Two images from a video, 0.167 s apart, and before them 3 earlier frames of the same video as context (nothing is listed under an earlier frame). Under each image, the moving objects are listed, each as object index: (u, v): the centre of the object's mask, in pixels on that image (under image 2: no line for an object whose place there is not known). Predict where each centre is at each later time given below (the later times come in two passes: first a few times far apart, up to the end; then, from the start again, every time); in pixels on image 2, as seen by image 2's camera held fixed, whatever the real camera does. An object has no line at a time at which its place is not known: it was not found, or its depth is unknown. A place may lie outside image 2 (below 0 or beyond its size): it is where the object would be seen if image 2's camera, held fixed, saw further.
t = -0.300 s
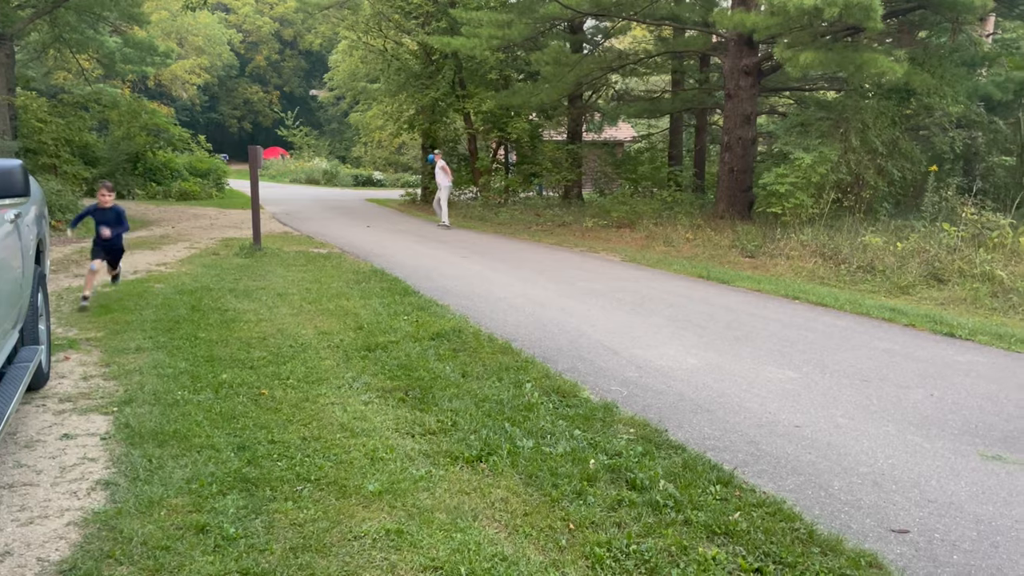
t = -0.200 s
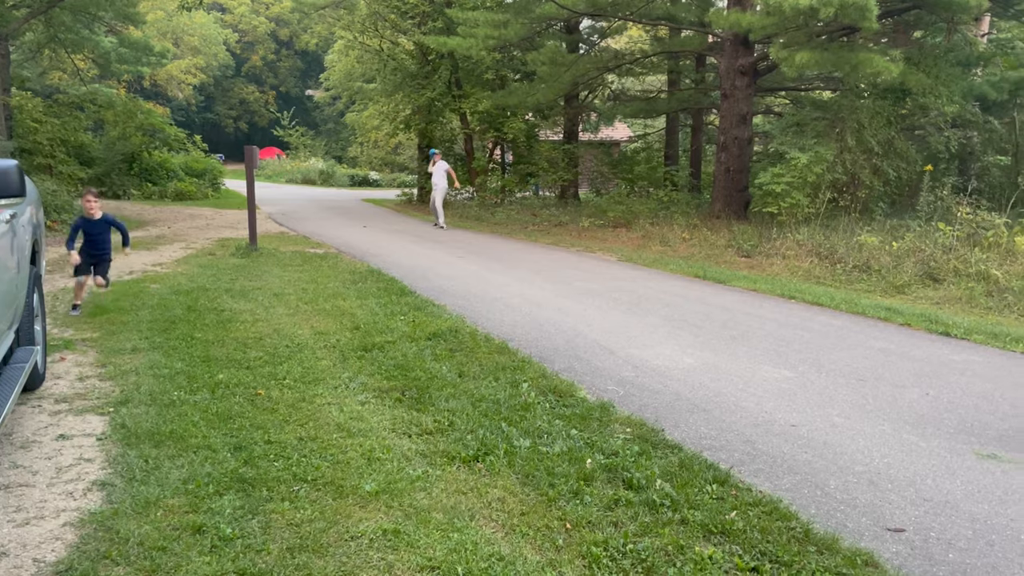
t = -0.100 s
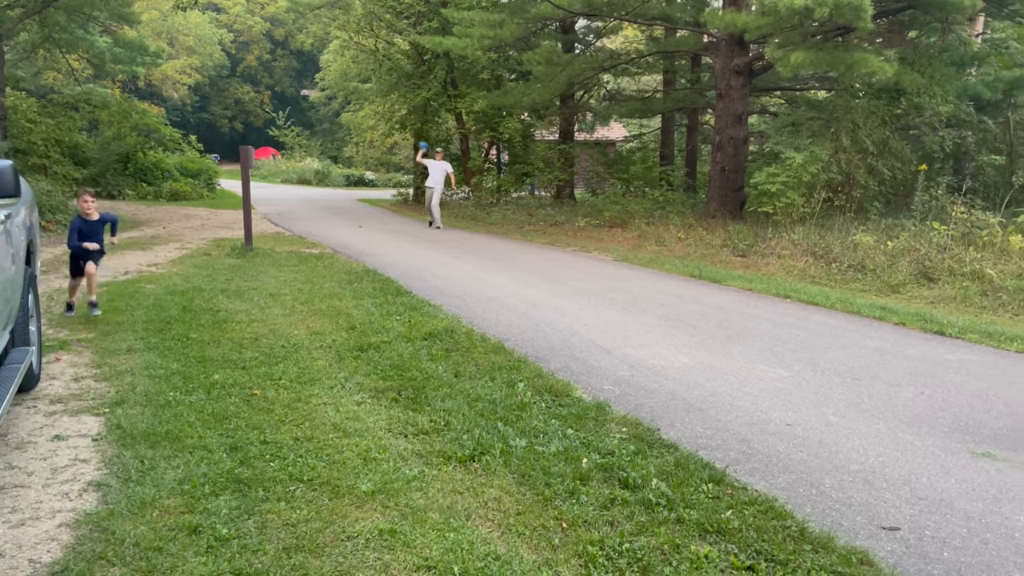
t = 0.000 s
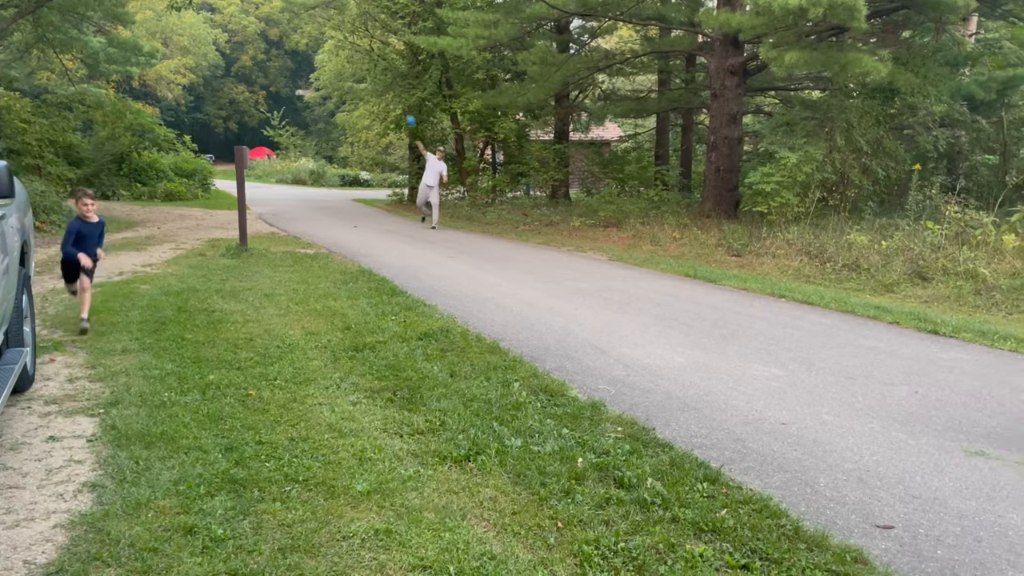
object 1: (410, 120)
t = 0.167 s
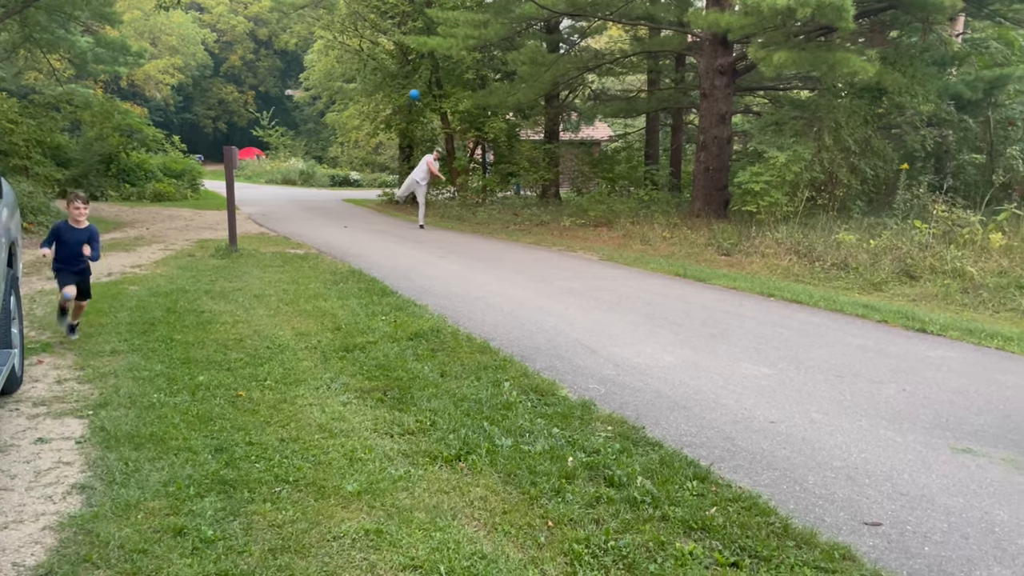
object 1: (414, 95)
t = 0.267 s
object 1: (429, 87)
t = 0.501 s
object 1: (491, 91)
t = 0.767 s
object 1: (598, 163)
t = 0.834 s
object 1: (632, 194)
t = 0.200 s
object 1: (418, 91)
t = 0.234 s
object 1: (424, 89)
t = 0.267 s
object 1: (429, 87)
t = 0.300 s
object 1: (437, 85)
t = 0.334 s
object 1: (444, 84)
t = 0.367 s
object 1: (452, 84)
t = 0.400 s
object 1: (461, 84)
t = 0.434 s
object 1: (471, 86)
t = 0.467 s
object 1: (480, 88)
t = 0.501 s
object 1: (491, 91)
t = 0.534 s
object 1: (502, 96)
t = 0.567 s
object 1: (514, 103)
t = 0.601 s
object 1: (527, 109)
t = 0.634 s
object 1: (540, 117)
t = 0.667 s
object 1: (551, 126)
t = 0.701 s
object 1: (567, 137)
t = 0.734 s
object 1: (582, 149)
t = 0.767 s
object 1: (598, 163)
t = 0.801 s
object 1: (614, 178)
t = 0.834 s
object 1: (632, 194)
